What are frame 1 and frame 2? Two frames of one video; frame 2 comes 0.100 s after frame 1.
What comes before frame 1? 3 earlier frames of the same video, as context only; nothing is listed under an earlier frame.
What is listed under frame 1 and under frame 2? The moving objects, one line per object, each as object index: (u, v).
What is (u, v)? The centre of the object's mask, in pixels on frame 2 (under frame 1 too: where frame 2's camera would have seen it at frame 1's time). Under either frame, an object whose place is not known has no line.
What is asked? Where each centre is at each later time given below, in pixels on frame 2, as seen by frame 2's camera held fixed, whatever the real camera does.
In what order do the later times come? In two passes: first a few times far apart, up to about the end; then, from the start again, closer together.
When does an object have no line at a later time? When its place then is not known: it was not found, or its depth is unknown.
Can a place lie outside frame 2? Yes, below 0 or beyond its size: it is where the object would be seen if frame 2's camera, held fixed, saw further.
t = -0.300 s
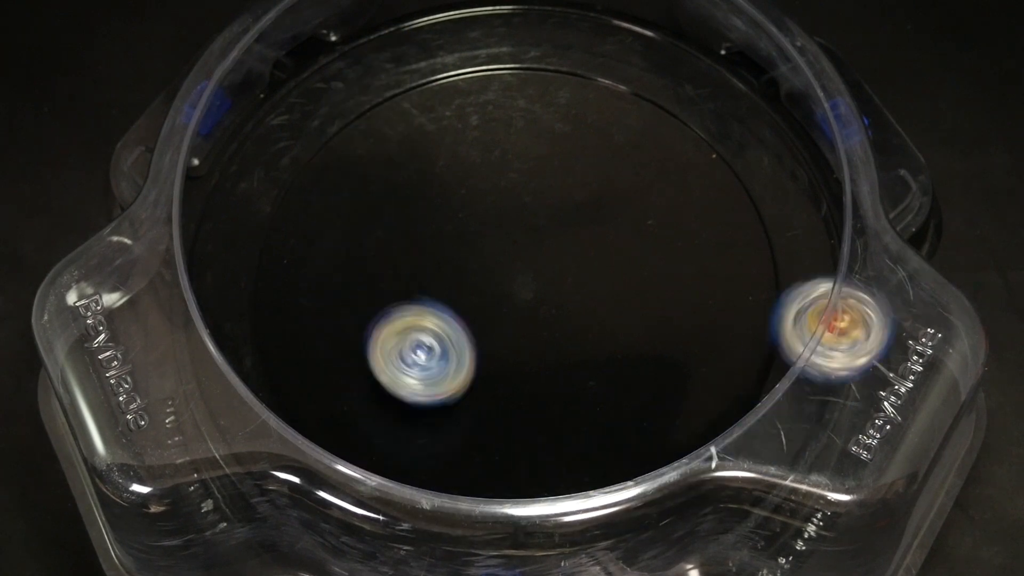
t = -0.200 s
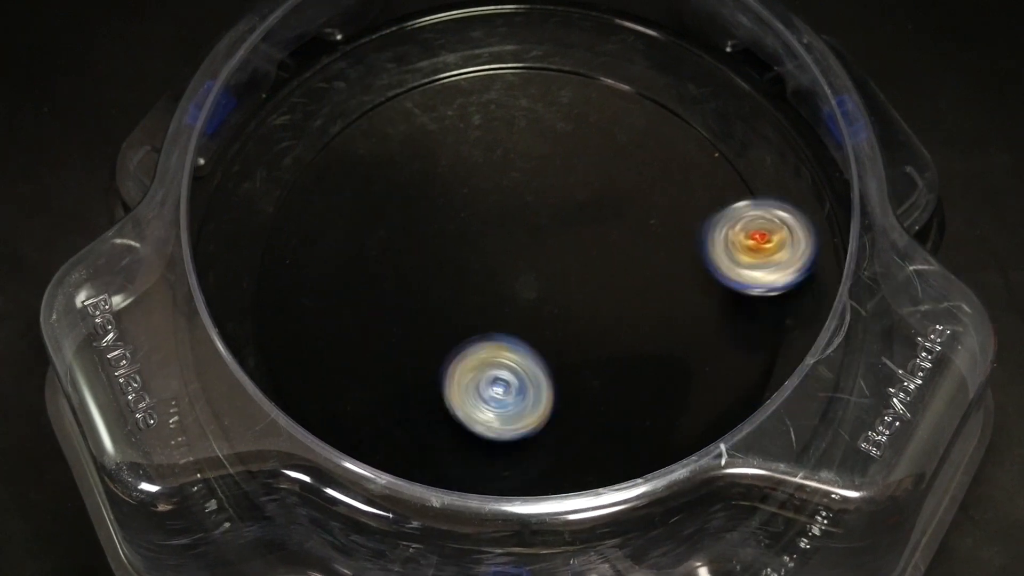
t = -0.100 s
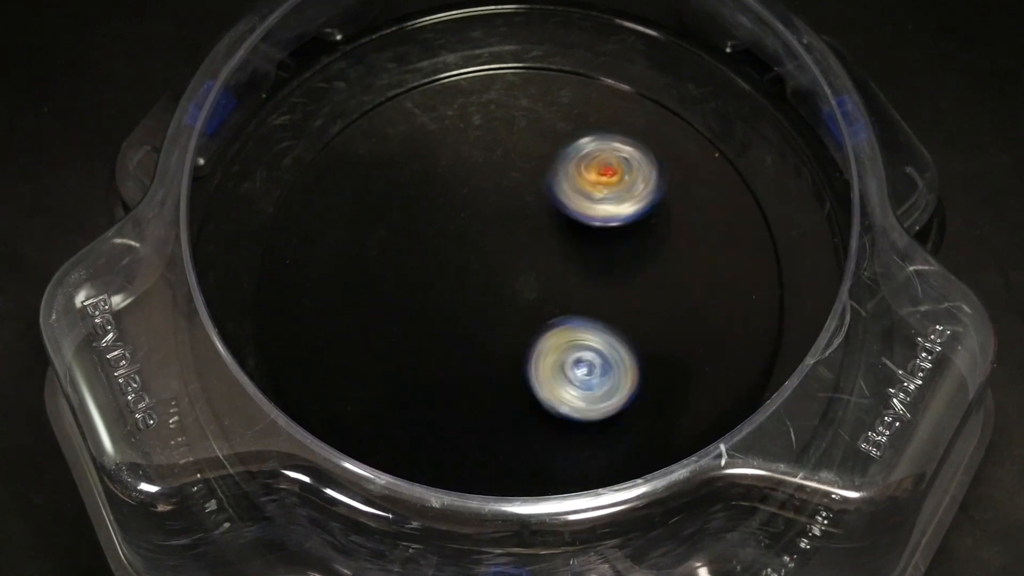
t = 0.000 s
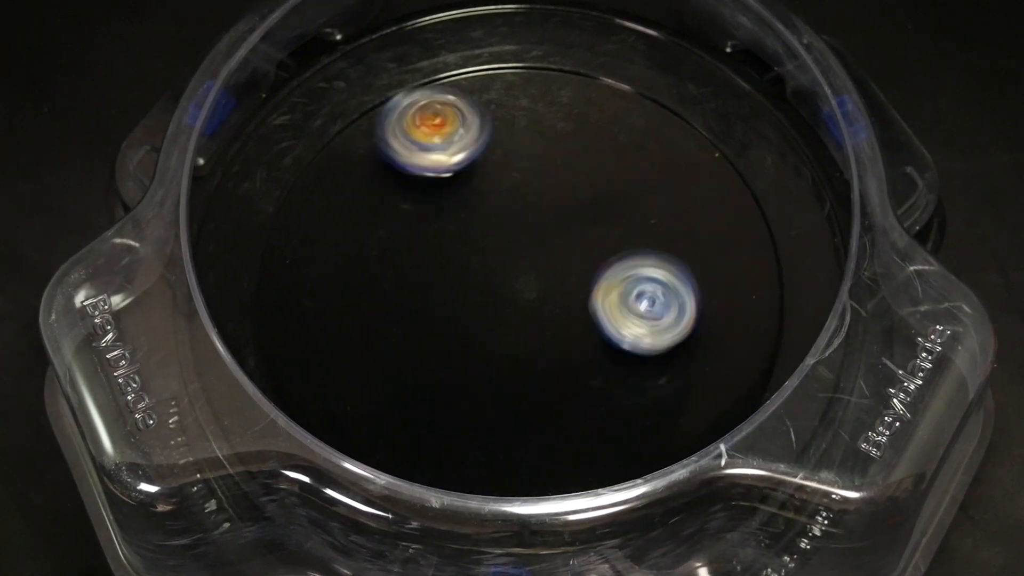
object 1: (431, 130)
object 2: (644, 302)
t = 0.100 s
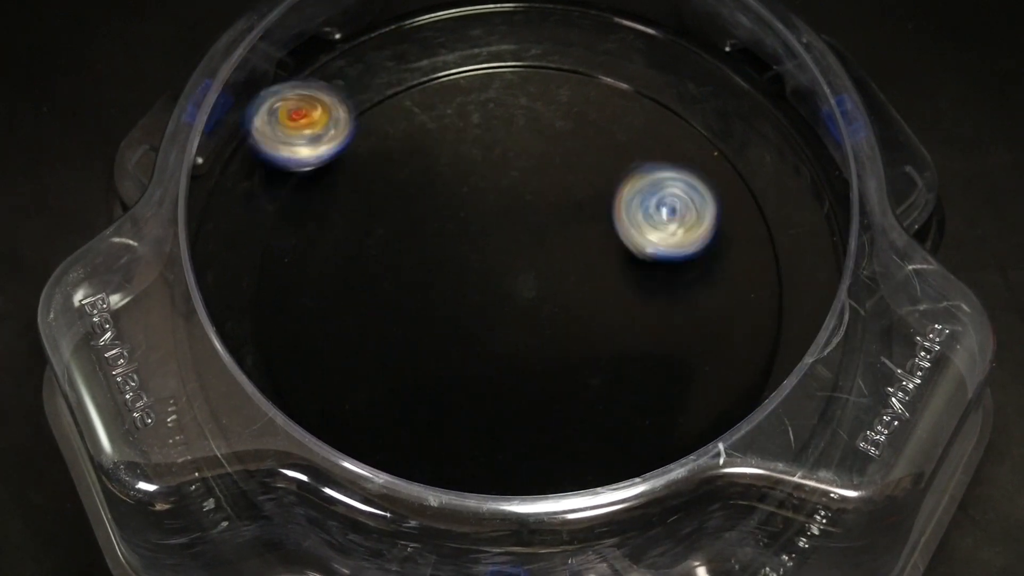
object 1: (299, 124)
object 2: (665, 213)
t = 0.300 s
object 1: (250, 292)
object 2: (580, 68)
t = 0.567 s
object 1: (426, 446)
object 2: (363, 160)
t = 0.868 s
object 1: (709, 213)
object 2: (495, 435)
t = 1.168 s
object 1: (467, 125)
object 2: (755, 300)
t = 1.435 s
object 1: (303, 292)
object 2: (580, 104)
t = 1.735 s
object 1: (597, 374)
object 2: (316, 285)
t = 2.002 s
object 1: (740, 178)
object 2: (467, 484)
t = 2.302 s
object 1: (438, 152)
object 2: (726, 312)
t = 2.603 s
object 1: (412, 377)
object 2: (527, 83)
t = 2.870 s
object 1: (671, 407)
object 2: (291, 189)
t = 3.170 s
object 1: (700, 179)
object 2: (476, 426)
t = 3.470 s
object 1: (347, 145)
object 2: (749, 264)
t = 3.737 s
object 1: (319, 378)
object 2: (614, 83)
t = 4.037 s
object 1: (669, 426)
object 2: (355, 244)
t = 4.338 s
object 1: (687, 111)
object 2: (500, 459)
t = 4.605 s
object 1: (370, 103)
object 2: (716, 339)
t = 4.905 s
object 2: (565, 115)
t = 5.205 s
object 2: (322, 199)
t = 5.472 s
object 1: (600, 63)
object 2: (442, 398)
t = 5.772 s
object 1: (268, 244)
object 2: (709, 287)
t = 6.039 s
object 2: (622, 111)
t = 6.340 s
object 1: (765, 218)
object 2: (384, 228)
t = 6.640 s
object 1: (458, 61)
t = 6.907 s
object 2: (682, 319)
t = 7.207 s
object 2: (548, 126)
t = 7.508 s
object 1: (747, 181)
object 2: (353, 221)
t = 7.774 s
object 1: (443, 64)
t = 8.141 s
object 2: (699, 215)
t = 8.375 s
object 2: (543, 135)
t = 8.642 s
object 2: (387, 275)
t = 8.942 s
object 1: (510, 62)
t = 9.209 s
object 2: (657, 252)
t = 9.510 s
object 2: (491, 128)
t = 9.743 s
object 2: (387, 240)
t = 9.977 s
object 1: (635, 113)
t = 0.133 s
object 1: (280, 151)
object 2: (663, 181)
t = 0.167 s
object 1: (265, 174)
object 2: (655, 153)
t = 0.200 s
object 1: (253, 204)
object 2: (641, 127)
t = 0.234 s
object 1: (247, 231)
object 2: (623, 103)
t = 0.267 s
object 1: (246, 262)
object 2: (603, 82)
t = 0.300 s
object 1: (250, 292)
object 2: (580, 68)
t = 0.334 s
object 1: (257, 319)
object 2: (553, 57)
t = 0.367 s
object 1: (265, 347)
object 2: (524, 55)
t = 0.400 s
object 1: (279, 373)
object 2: (495, 60)
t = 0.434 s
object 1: (299, 397)
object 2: (465, 70)
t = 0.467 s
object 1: (322, 418)
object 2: (436, 84)
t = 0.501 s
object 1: (350, 435)
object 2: (407, 103)
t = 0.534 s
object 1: (389, 439)
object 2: (382, 129)
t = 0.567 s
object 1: (426, 446)
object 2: (363, 160)
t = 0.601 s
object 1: (467, 447)
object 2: (349, 193)
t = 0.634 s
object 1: (510, 438)
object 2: (343, 228)
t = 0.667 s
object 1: (550, 419)
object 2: (345, 266)
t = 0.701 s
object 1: (590, 396)
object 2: (354, 305)
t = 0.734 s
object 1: (624, 366)
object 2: (369, 340)
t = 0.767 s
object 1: (655, 332)
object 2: (392, 371)
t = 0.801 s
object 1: (681, 294)
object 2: (423, 398)
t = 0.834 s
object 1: (697, 254)
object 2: (457, 420)
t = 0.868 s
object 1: (709, 213)
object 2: (495, 435)
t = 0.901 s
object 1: (713, 172)
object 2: (535, 442)
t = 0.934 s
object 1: (713, 136)
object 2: (577, 441)
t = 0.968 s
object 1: (705, 101)
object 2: (618, 436)
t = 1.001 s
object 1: (679, 87)
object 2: (657, 425)
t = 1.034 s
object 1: (640, 87)
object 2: (692, 411)
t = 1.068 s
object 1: (598, 88)
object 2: (734, 397)
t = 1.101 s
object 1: (553, 99)
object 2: (743, 364)
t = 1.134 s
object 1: (509, 110)
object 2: (754, 334)
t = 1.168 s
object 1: (467, 125)
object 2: (755, 300)
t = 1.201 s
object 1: (425, 141)
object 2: (752, 265)
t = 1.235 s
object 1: (387, 158)
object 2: (743, 232)
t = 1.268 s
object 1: (357, 177)
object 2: (730, 199)
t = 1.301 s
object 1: (332, 197)
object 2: (710, 169)
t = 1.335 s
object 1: (314, 220)
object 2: (684, 143)
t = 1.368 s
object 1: (303, 243)
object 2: (653, 124)
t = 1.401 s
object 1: (299, 268)
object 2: (619, 111)
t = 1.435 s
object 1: (303, 292)
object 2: (580, 104)
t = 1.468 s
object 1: (316, 316)
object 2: (540, 105)
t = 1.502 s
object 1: (334, 338)
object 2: (499, 112)
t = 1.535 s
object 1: (359, 358)
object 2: (460, 123)
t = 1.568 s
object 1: (392, 373)
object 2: (422, 139)
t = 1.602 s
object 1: (427, 384)
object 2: (391, 161)
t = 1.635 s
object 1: (469, 390)
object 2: (364, 189)
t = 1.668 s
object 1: (510, 392)
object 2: (343, 219)
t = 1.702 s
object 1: (556, 385)
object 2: (327, 252)
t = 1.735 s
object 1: (597, 374)
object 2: (316, 285)
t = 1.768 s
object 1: (640, 356)
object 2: (313, 320)
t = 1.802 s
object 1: (678, 336)
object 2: (316, 354)
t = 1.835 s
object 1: (710, 308)
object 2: (327, 386)
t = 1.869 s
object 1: (738, 279)
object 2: (343, 415)
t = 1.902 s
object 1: (758, 250)
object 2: (365, 446)
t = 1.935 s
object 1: (774, 220)
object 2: (390, 468)
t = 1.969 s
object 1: (762, 194)
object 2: (429, 479)
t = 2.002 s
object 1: (740, 178)
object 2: (467, 484)
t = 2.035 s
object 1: (712, 160)
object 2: (506, 483)
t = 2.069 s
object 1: (681, 149)
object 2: (548, 479)
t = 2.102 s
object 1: (648, 138)
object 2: (584, 461)
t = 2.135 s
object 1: (611, 130)
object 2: (618, 448)
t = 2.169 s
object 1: (574, 127)
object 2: (653, 431)
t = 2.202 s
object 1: (536, 126)
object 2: (682, 409)
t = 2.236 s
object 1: (501, 130)
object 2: (704, 381)
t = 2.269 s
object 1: (468, 140)
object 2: (719, 348)
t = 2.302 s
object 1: (438, 152)
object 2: (726, 312)
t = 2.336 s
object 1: (413, 170)
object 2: (726, 277)
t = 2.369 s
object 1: (392, 190)
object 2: (718, 241)
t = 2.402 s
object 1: (377, 214)
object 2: (703, 207)
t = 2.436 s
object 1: (367, 239)
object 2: (683, 175)
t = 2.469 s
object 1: (364, 268)
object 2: (659, 147)
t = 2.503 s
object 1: (366, 297)
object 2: (630, 125)
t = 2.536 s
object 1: (376, 324)
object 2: (598, 106)
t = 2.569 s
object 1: (392, 351)
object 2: (563, 92)
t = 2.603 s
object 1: (412, 377)
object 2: (527, 83)
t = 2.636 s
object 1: (439, 397)
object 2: (490, 79)
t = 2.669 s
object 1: (469, 413)
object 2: (452, 80)
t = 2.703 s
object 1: (501, 426)
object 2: (417, 86)
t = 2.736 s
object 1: (537, 431)
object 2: (385, 97)
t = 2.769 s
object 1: (572, 432)
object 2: (355, 113)
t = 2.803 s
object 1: (606, 428)
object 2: (327, 135)
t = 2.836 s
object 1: (641, 418)
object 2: (306, 160)
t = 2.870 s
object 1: (671, 407)
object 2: (291, 189)
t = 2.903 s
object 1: (699, 390)
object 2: (282, 221)
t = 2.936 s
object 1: (725, 371)
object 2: (281, 256)
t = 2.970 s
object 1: (746, 348)
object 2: (289, 290)
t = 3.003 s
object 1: (761, 323)
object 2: (305, 323)
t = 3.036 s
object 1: (765, 295)
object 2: (328, 354)
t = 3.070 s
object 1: (757, 266)
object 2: (359, 381)
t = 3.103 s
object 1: (744, 236)
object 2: (394, 403)
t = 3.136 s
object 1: (725, 206)
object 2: (434, 418)
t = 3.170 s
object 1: (700, 179)
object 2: (476, 426)
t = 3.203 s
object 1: (669, 156)
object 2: (519, 427)
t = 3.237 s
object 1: (633, 136)
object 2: (561, 423)
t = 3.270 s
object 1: (593, 122)
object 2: (601, 413)
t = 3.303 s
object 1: (550, 113)
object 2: (638, 397)
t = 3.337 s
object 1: (507, 110)
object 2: (670, 376)
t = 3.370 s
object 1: (463, 111)
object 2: (699, 351)
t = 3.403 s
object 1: (421, 117)
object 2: (721, 324)
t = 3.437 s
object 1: (382, 128)
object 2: (738, 295)
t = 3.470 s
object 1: (347, 145)
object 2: (749, 264)
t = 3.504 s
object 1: (317, 164)
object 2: (752, 232)
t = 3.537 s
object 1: (293, 188)
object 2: (749, 202)
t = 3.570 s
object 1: (273, 216)
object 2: (740, 173)
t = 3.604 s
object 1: (260, 245)
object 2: (725, 146)
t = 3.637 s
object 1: (259, 278)
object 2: (704, 124)
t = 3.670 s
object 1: (272, 312)
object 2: (678, 105)
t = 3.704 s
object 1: (292, 346)
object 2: (648, 92)
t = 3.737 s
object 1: (319, 378)
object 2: (614, 83)
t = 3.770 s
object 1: (350, 405)
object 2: (578, 81)
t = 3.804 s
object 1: (386, 428)
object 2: (541, 85)
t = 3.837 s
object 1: (426, 446)
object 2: (504, 94)
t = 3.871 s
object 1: (468, 458)
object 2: (468, 111)
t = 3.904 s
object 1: (509, 465)
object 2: (436, 129)
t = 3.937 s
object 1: (553, 464)
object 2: (407, 153)
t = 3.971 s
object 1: (594, 459)
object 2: (383, 181)
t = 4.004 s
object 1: (639, 456)
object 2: (366, 211)
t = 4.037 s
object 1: (669, 426)
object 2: (355, 244)
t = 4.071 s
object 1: (702, 403)
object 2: (349, 277)
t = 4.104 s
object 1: (726, 370)
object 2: (349, 311)
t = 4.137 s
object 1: (742, 332)
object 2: (355, 343)
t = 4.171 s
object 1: (751, 292)
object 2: (367, 374)
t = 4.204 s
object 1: (753, 251)
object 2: (385, 402)
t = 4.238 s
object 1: (747, 214)
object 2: (408, 425)
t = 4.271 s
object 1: (734, 176)
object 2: (436, 442)
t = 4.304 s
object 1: (714, 143)
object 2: (467, 452)
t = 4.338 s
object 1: (687, 111)
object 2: (500, 459)
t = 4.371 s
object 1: (658, 85)
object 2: (533, 461)
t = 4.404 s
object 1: (621, 64)
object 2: (567, 457)
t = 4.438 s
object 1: (584, 52)
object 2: (601, 450)
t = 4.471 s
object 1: (542, 51)
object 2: (633, 437)
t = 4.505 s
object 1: (499, 58)
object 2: (663, 419)
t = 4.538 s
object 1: (453, 68)
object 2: (687, 397)
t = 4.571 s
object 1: (410, 84)
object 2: (705, 369)
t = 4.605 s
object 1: (370, 103)
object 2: (716, 339)
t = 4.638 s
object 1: (333, 129)
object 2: (720, 307)
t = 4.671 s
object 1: (304, 160)
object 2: (718, 275)
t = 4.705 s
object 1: (285, 201)
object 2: (710, 243)
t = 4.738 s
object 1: (276, 244)
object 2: (696, 212)
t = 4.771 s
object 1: (276, 290)
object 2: (676, 186)
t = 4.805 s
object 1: (287, 334)
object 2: (653, 161)
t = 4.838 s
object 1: (307, 375)
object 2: (626, 142)
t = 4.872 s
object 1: (335, 414)
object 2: (596, 126)
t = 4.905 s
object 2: (565, 115)
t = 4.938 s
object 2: (533, 107)
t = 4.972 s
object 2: (500, 104)
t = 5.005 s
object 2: (467, 104)
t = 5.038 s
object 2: (435, 110)
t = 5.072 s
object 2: (405, 119)
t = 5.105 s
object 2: (378, 133)
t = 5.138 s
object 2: (355, 151)
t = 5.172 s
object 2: (336, 174)
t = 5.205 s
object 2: (322, 199)
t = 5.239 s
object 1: (765, 310)
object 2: (314, 227)
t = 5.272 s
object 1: (772, 265)
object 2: (313, 257)
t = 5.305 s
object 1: (765, 221)
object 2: (318, 287)
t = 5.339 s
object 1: (743, 182)
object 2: (331, 316)
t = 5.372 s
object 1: (713, 146)
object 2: (350, 343)
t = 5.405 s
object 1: (680, 113)
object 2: (376, 366)
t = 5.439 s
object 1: (642, 84)
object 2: (407, 385)
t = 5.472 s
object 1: (600, 63)
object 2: (442, 398)
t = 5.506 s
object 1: (553, 56)
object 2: (478, 406)
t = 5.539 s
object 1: (502, 57)
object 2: (516, 408)
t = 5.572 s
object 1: (452, 65)
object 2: (554, 403)
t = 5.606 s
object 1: (406, 79)
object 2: (591, 393)
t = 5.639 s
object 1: (362, 101)
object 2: (622, 378)
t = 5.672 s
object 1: (324, 128)
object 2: (651, 360)
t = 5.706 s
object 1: (294, 159)
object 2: (677, 338)
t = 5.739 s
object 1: (275, 199)
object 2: (695, 313)
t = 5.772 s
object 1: (268, 244)
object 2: (709, 287)
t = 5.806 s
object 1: (267, 290)
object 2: (718, 261)
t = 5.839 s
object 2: (722, 233)
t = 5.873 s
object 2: (718, 207)
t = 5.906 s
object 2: (709, 181)
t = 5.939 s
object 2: (695, 158)
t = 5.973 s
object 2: (676, 138)
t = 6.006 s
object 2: (651, 122)
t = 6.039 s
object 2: (622, 111)
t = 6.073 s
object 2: (592, 106)
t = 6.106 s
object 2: (558, 105)
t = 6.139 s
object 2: (526, 111)
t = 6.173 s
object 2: (494, 121)
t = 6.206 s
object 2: (464, 136)
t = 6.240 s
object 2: (437, 155)
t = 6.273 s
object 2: (415, 177)
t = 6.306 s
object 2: (397, 201)
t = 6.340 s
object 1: (765, 218)
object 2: (384, 228)
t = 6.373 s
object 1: (750, 179)
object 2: (375, 257)
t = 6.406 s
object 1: (729, 144)
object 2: (373, 287)
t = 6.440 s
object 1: (701, 114)
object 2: (376, 316)
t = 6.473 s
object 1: (668, 90)
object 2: (384, 345)
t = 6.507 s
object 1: (630, 71)
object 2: (398, 371)
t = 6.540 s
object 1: (588, 58)
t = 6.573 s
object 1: (545, 54)
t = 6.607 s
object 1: (502, 54)
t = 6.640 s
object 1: (458, 61)
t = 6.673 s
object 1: (416, 74)
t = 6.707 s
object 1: (378, 93)
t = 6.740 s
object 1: (344, 119)
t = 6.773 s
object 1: (316, 150)
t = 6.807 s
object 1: (293, 187)
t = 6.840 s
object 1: (279, 226)
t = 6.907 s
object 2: (682, 319)
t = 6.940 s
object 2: (687, 292)
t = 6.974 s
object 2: (684, 263)
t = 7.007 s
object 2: (676, 236)
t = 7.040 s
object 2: (664, 209)
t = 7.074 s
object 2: (646, 186)
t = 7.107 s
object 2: (625, 165)
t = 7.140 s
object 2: (601, 149)
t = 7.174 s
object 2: (576, 136)
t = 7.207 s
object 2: (548, 126)
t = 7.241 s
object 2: (520, 120)
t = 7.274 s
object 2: (492, 118)
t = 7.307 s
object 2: (462, 122)
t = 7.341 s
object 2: (435, 128)
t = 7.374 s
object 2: (410, 140)
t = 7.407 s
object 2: (389, 156)
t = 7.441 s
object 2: (372, 174)
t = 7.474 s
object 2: (361, 197)
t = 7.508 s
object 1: (747, 181)
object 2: (353, 221)
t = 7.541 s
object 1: (723, 147)
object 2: (351, 248)
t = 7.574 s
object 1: (694, 118)
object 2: (356, 276)
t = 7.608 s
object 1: (659, 92)
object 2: (367, 303)
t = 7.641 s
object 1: (617, 74)
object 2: (386, 327)
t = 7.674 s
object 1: (575, 62)
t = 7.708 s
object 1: (534, 56)
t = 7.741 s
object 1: (488, 57)
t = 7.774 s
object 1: (443, 64)
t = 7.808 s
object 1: (401, 78)
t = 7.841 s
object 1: (365, 96)
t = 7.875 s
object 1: (333, 119)
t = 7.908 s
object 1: (305, 147)
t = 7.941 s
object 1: (285, 178)
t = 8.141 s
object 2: (699, 215)
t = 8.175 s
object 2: (689, 192)
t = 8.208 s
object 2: (674, 173)
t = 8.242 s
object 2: (652, 156)
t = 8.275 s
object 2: (628, 144)
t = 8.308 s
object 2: (601, 137)
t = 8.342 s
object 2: (572, 134)
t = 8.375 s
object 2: (543, 135)
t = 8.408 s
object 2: (512, 140)
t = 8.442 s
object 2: (484, 151)
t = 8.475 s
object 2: (458, 166)
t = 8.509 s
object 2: (436, 184)
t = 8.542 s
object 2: (417, 203)
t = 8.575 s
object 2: (403, 225)
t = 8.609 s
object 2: (392, 249)
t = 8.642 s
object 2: (387, 275)
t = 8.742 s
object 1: (714, 129)
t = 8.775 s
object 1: (689, 104)
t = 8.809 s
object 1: (658, 82)
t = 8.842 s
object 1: (623, 69)
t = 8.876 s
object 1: (586, 62)
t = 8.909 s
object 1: (546, 61)
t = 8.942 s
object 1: (510, 62)
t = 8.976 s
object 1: (468, 69)
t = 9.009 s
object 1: (429, 83)
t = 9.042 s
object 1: (394, 102)
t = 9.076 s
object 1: (363, 128)
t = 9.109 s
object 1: (339, 159)
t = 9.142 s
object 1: (321, 194)
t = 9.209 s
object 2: (657, 252)
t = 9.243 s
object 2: (650, 228)
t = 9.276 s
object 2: (640, 206)
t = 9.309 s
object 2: (627, 185)
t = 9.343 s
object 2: (608, 166)
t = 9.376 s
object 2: (588, 152)
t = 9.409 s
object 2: (566, 141)
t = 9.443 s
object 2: (543, 132)
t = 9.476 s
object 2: (517, 126)
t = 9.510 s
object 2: (491, 128)
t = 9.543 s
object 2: (467, 134)
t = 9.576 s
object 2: (443, 142)
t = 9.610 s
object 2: (423, 155)
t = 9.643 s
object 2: (405, 172)
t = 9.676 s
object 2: (393, 193)
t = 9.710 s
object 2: (387, 217)
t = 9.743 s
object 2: (387, 240)
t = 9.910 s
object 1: (697, 157)
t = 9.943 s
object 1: (668, 132)
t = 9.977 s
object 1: (635, 113)
